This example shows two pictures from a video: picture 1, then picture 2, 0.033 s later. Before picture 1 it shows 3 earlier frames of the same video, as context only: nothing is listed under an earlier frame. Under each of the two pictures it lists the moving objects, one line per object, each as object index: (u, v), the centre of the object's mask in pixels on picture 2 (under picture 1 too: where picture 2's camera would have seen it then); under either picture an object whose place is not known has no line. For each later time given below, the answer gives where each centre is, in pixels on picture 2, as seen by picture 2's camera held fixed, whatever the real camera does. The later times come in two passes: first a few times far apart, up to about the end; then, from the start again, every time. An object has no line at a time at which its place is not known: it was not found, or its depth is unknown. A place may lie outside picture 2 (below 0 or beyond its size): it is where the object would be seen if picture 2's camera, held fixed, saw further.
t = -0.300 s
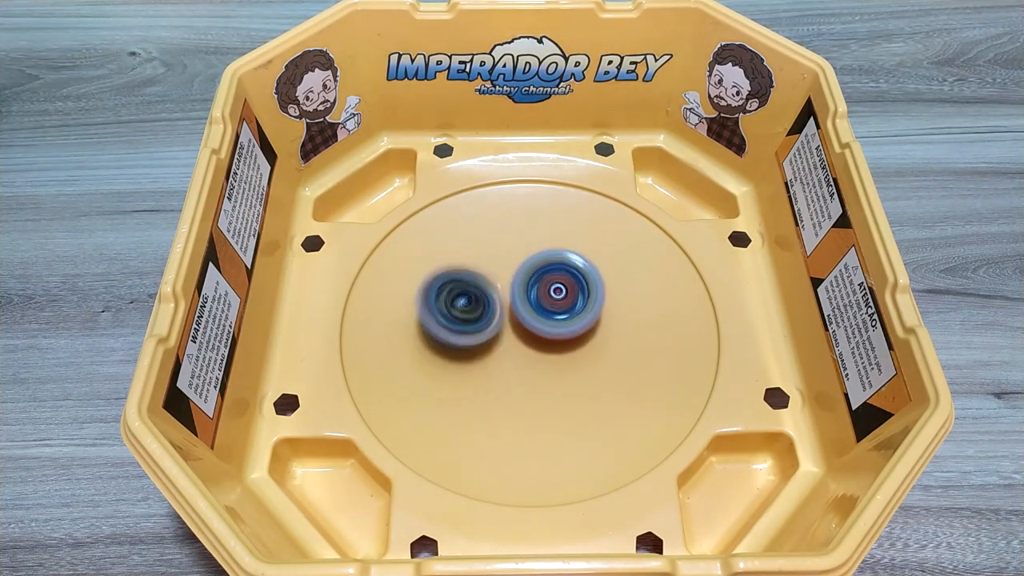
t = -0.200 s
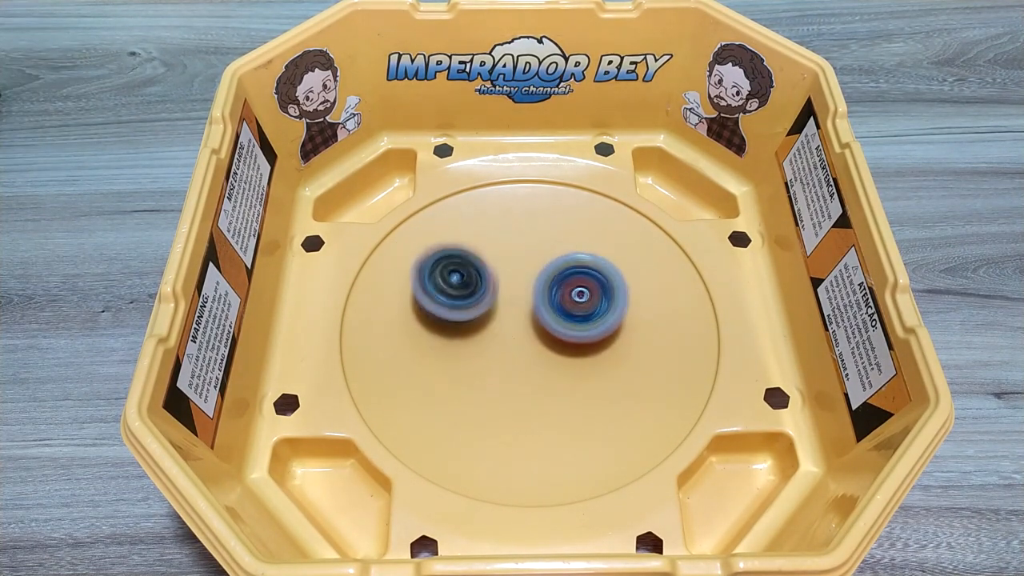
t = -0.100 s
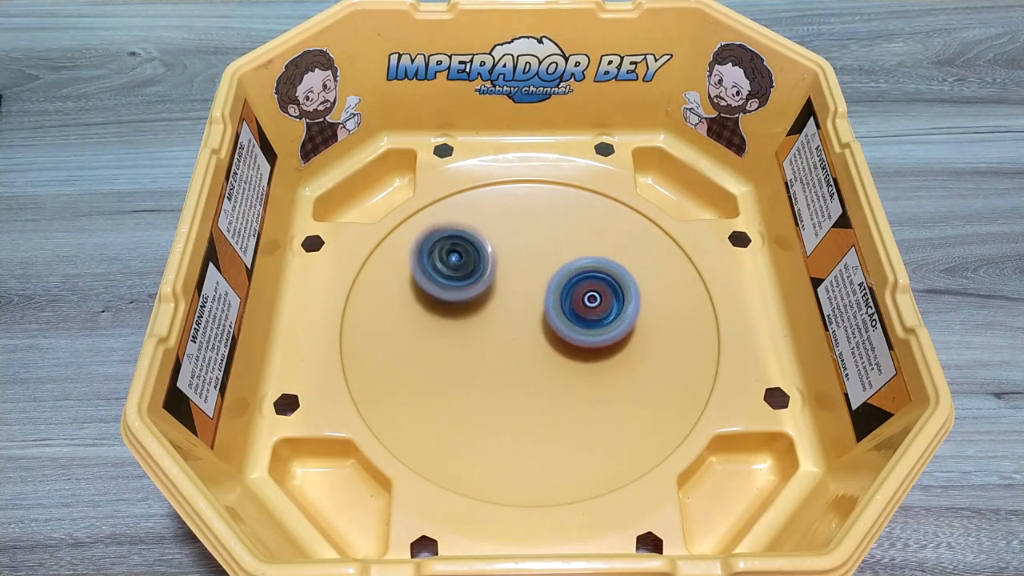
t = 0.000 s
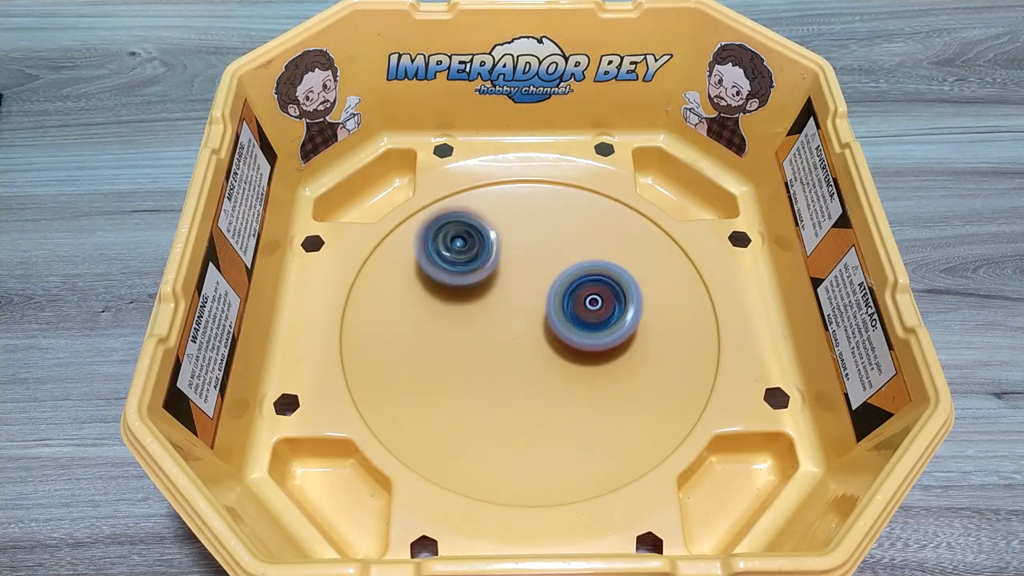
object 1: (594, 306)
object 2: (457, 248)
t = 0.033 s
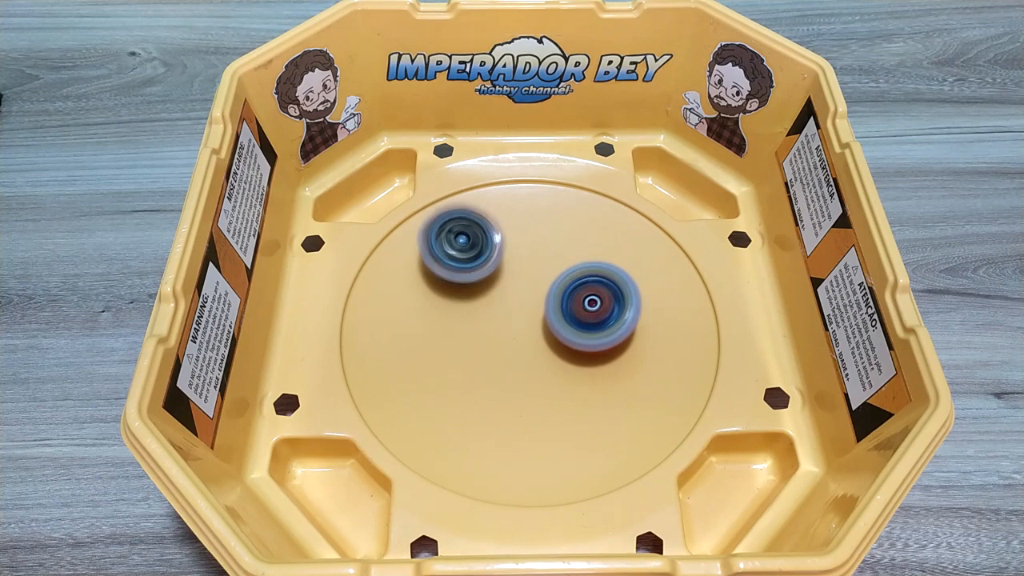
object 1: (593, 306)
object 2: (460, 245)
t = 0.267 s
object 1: (577, 313)
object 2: (509, 252)
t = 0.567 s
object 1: (588, 377)
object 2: (527, 232)
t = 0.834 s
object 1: (559, 379)
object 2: (552, 293)
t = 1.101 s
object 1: (513, 386)
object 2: (570, 308)
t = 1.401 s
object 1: (450, 361)
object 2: (601, 288)
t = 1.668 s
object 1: (461, 322)
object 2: (605, 262)
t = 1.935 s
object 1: (477, 289)
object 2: (583, 292)
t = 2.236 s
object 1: (472, 251)
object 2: (645, 389)
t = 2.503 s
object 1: (515, 266)
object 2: (616, 396)
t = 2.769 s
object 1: (563, 289)
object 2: (486, 365)
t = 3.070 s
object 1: (569, 328)
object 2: (417, 331)
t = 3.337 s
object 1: (548, 354)
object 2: (465, 297)
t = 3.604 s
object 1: (518, 369)
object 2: (551, 269)
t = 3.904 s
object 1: (504, 351)
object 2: (598, 303)
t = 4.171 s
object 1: (490, 321)
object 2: (585, 348)
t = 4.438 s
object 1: (497, 281)
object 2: (547, 381)
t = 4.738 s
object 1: (528, 270)
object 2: (511, 365)
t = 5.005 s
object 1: (564, 283)
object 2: (495, 345)
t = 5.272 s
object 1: (580, 317)
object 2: (488, 340)
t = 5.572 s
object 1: (574, 354)
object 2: (452, 328)
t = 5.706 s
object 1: (542, 363)
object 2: (440, 322)
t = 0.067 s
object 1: (591, 307)
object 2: (464, 243)
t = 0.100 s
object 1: (589, 307)
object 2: (469, 242)
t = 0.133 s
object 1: (586, 308)
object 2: (476, 243)
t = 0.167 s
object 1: (584, 309)
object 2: (483, 243)
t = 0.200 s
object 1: (581, 310)
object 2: (490, 246)
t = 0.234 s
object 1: (579, 311)
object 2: (500, 249)
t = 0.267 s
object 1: (577, 313)
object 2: (509, 252)
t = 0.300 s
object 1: (576, 319)
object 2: (516, 253)
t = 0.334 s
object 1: (583, 336)
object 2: (518, 243)
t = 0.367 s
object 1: (586, 348)
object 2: (520, 238)
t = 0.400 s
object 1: (588, 358)
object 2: (521, 232)
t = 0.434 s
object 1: (590, 367)
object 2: (523, 229)
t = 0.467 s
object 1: (589, 372)
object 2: (524, 228)
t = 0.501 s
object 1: (589, 375)
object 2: (524, 227)
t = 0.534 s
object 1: (589, 376)
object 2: (525, 229)
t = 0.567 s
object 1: (588, 377)
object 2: (527, 232)
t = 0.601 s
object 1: (586, 379)
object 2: (529, 238)
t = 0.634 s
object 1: (584, 379)
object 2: (532, 246)
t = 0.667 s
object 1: (581, 380)
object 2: (535, 252)
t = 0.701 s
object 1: (578, 381)
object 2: (539, 260)
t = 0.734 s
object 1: (574, 381)
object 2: (543, 269)
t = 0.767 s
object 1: (569, 381)
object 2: (546, 276)
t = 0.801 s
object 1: (564, 380)
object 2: (549, 284)
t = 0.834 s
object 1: (559, 379)
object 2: (552, 293)
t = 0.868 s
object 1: (553, 382)
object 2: (555, 297)
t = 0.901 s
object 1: (547, 386)
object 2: (559, 301)
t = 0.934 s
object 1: (540, 388)
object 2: (562, 303)
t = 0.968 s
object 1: (534, 388)
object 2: (563, 305)
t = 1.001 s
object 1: (529, 387)
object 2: (565, 308)
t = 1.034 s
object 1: (524, 388)
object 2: (568, 309)
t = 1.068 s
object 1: (518, 387)
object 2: (569, 308)
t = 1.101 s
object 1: (513, 386)
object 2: (570, 308)
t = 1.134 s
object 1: (508, 383)
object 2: (571, 308)
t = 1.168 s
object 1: (503, 380)
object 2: (569, 309)
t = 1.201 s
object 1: (500, 376)
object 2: (568, 309)
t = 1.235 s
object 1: (496, 373)
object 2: (567, 310)
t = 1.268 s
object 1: (492, 369)
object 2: (565, 311)
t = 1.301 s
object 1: (484, 367)
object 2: (569, 311)
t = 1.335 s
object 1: (468, 367)
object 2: (581, 304)
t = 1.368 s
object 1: (457, 365)
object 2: (593, 296)
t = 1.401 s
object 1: (450, 361)
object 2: (601, 288)
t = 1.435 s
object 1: (447, 357)
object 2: (608, 282)
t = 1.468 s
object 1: (446, 352)
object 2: (612, 275)
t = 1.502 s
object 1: (447, 347)
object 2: (614, 270)
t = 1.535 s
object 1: (448, 342)
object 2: (616, 265)
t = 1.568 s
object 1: (450, 337)
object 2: (614, 263)
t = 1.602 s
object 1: (453, 332)
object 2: (613, 262)
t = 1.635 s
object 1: (457, 326)
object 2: (609, 261)
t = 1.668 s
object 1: (461, 322)
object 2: (605, 262)
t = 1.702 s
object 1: (465, 317)
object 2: (601, 263)
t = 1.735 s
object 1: (469, 311)
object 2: (594, 266)
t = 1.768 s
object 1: (473, 307)
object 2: (588, 270)
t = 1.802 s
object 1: (478, 303)
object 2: (579, 275)
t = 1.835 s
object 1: (483, 299)
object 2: (573, 279)
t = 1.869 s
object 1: (478, 294)
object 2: (578, 283)
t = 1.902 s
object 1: (477, 291)
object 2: (582, 289)
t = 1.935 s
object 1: (477, 289)
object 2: (583, 292)
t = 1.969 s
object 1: (479, 288)
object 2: (584, 299)
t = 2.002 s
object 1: (482, 287)
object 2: (583, 304)
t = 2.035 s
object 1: (486, 287)
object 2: (582, 311)
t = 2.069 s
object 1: (491, 286)
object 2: (580, 316)
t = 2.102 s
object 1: (483, 276)
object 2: (596, 334)
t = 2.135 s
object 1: (475, 266)
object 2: (614, 351)
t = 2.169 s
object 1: (470, 258)
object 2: (627, 367)
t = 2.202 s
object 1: (470, 254)
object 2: (637, 378)
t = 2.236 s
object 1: (472, 251)
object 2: (645, 389)
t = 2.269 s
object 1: (475, 251)
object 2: (649, 395)
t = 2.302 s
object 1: (480, 251)
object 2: (651, 399)
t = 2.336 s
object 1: (485, 252)
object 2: (649, 400)
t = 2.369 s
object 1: (491, 254)
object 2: (647, 399)
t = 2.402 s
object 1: (496, 256)
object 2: (641, 400)
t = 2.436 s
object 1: (502, 259)
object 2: (634, 399)
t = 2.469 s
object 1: (509, 262)
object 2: (626, 398)
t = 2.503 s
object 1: (515, 266)
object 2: (616, 396)
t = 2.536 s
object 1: (521, 269)
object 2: (604, 392)
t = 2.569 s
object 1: (528, 273)
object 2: (590, 389)
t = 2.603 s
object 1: (534, 277)
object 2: (574, 383)
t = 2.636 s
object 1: (539, 281)
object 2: (558, 378)
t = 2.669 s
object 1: (545, 285)
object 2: (541, 370)
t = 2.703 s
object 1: (551, 285)
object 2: (522, 367)
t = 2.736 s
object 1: (558, 286)
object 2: (502, 367)
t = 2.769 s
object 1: (563, 289)
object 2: (486, 365)
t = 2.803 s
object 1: (567, 293)
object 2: (471, 362)
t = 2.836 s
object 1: (570, 298)
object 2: (456, 358)
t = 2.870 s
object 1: (572, 302)
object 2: (445, 354)
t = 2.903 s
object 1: (572, 307)
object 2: (434, 351)
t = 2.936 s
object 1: (572, 311)
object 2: (426, 348)
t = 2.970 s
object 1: (572, 315)
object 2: (423, 344)
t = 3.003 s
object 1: (571, 320)
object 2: (419, 339)
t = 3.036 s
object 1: (571, 324)
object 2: (417, 334)
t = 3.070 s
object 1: (569, 328)
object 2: (417, 331)
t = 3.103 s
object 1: (568, 332)
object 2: (418, 326)
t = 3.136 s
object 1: (566, 336)
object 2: (420, 322)
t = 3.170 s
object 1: (563, 339)
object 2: (425, 319)
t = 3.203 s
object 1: (561, 344)
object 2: (431, 314)
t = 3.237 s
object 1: (558, 347)
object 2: (437, 309)
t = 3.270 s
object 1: (555, 350)
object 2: (445, 305)
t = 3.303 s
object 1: (552, 352)
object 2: (455, 301)
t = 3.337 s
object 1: (548, 354)
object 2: (465, 297)
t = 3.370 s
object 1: (544, 355)
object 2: (476, 293)
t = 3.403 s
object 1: (541, 358)
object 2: (488, 288)
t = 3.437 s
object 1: (538, 363)
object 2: (497, 281)
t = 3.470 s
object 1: (534, 366)
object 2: (508, 275)
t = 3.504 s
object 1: (530, 368)
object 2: (519, 273)
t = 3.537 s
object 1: (526, 369)
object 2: (530, 270)
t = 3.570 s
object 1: (522, 369)
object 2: (541, 270)
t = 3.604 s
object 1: (518, 369)
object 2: (551, 269)
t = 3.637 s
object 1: (515, 368)
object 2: (560, 270)
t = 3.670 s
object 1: (512, 366)
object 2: (569, 273)
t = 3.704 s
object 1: (511, 364)
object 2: (575, 274)
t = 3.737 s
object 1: (510, 362)
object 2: (582, 277)
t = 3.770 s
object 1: (508, 360)
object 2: (588, 282)
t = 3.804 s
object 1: (508, 358)
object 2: (592, 285)
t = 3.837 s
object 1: (507, 356)
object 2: (595, 290)
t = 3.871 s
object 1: (505, 353)
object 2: (598, 296)
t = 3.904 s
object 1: (504, 351)
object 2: (598, 303)
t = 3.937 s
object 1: (502, 349)
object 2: (598, 310)
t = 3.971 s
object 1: (501, 346)
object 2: (598, 315)
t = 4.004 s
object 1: (500, 343)
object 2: (595, 323)
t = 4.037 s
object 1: (497, 340)
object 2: (594, 328)
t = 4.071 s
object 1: (493, 335)
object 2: (593, 334)
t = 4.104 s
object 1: (491, 331)
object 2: (593, 339)
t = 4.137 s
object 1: (490, 326)
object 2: (588, 344)
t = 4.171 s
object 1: (490, 321)
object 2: (585, 348)
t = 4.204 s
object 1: (489, 316)
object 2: (582, 353)
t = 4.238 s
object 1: (489, 311)
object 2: (580, 357)
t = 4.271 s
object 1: (490, 307)
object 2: (575, 360)
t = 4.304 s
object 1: (491, 303)
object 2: (570, 362)
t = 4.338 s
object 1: (493, 300)
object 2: (561, 363)
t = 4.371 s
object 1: (495, 297)
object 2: (556, 366)
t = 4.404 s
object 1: (496, 288)
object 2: (551, 376)
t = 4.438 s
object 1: (497, 281)
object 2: (547, 381)
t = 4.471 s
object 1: (500, 276)
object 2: (542, 385)
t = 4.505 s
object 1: (503, 272)
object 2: (539, 386)
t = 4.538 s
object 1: (506, 270)
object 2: (535, 387)
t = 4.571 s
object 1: (509, 268)
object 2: (529, 386)
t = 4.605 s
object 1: (513, 267)
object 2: (526, 384)
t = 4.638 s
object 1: (517, 267)
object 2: (521, 381)
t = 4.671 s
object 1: (521, 267)
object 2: (517, 375)
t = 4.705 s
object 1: (524, 268)
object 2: (514, 369)
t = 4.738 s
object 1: (528, 270)
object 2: (511, 365)
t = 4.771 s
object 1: (531, 272)
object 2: (507, 356)
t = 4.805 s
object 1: (535, 273)
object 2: (505, 350)
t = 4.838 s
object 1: (541, 272)
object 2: (499, 349)
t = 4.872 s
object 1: (548, 271)
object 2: (493, 347)
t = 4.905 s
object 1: (553, 273)
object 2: (491, 345)
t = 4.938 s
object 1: (556, 276)
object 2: (490, 344)
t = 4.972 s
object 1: (560, 279)
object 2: (495, 342)
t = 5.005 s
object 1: (564, 283)
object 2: (495, 345)
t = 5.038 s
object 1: (570, 285)
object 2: (489, 347)
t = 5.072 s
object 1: (575, 288)
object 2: (483, 345)
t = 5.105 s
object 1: (578, 291)
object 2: (481, 345)
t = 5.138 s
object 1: (580, 296)
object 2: (483, 344)
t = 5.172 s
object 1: (581, 301)
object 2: (485, 344)
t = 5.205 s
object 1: (581, 306)
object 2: (488, 344)
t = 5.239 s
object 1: (581, 311)
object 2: (488, 342)
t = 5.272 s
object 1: (580, 317)
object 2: (488, 340)
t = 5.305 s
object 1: (591, 326)
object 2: (472, 337)
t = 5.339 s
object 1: (598, 332)
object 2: (457, 333)
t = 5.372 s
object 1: (602, 337)
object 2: (450, 330)
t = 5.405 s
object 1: (601, 342)
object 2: (447, 329)
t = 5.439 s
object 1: (599, 343)
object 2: (446, 329)
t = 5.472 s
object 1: (594, 347)
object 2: (448, 329)
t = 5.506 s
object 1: (588, 351)
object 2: (450, 329)
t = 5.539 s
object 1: (582, 351)
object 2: (451, 328)
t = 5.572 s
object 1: (574, 354)
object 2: (452, 328)
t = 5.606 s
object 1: (565, 354)
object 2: (452, 328)
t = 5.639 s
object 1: (554, 357)
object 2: (452, 328)
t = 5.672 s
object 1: (545, 358)
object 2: (451, 328)
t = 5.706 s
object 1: (542, 363)
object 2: (440, 322)
